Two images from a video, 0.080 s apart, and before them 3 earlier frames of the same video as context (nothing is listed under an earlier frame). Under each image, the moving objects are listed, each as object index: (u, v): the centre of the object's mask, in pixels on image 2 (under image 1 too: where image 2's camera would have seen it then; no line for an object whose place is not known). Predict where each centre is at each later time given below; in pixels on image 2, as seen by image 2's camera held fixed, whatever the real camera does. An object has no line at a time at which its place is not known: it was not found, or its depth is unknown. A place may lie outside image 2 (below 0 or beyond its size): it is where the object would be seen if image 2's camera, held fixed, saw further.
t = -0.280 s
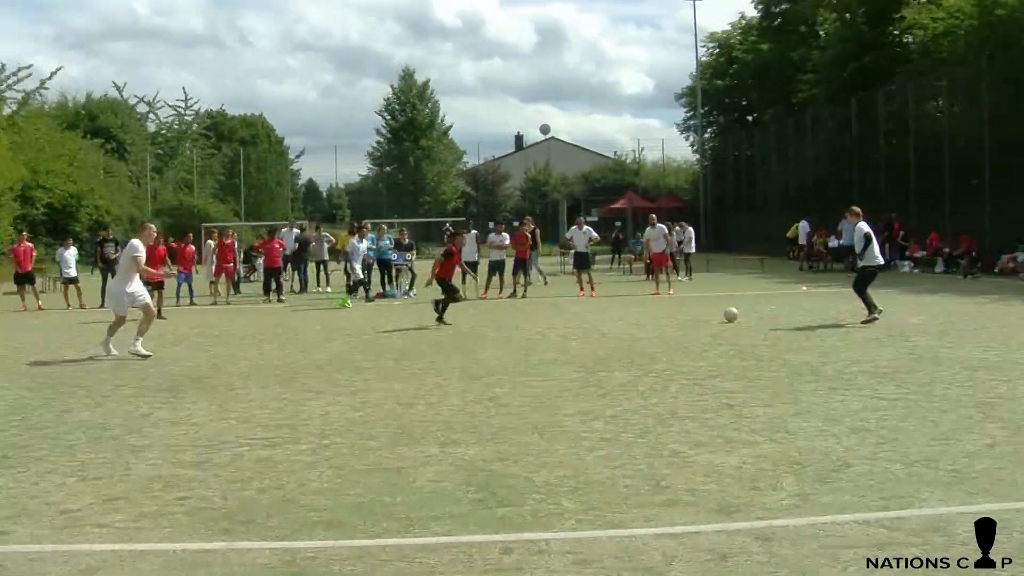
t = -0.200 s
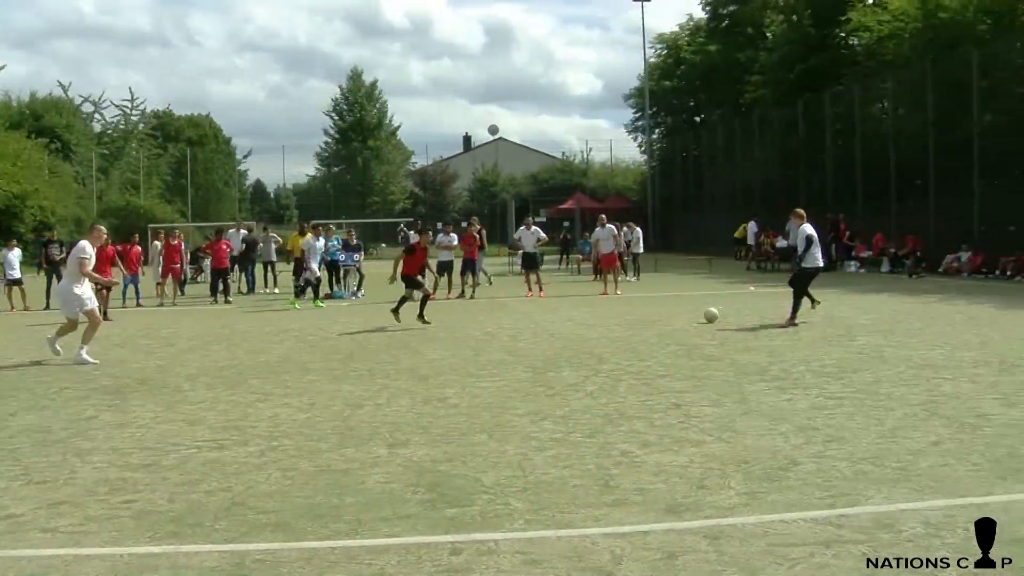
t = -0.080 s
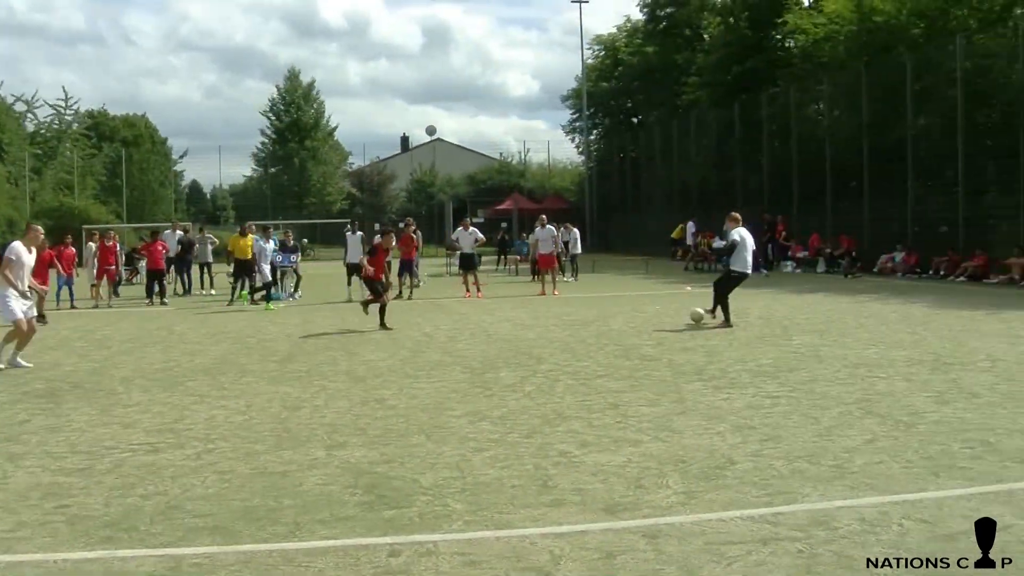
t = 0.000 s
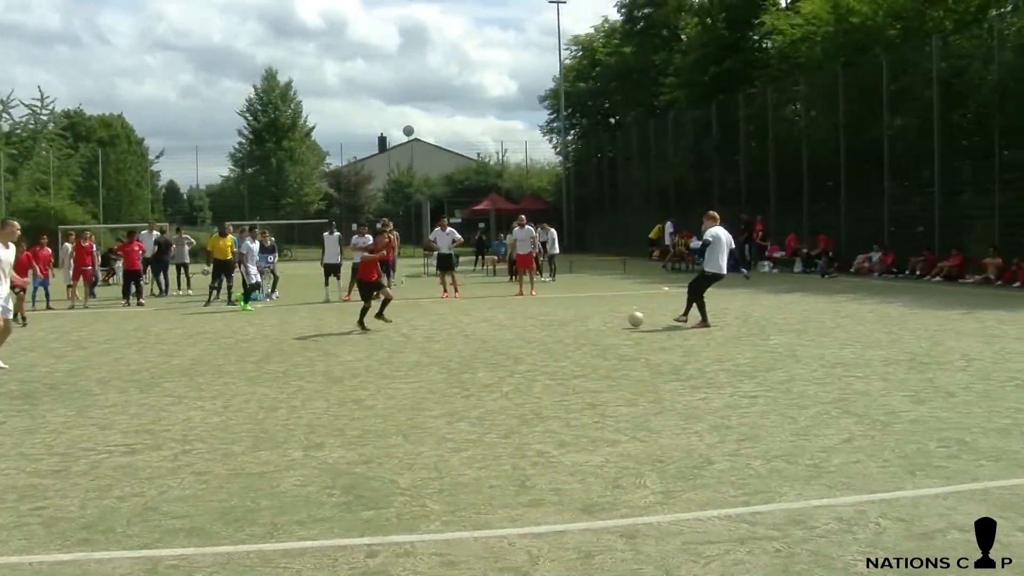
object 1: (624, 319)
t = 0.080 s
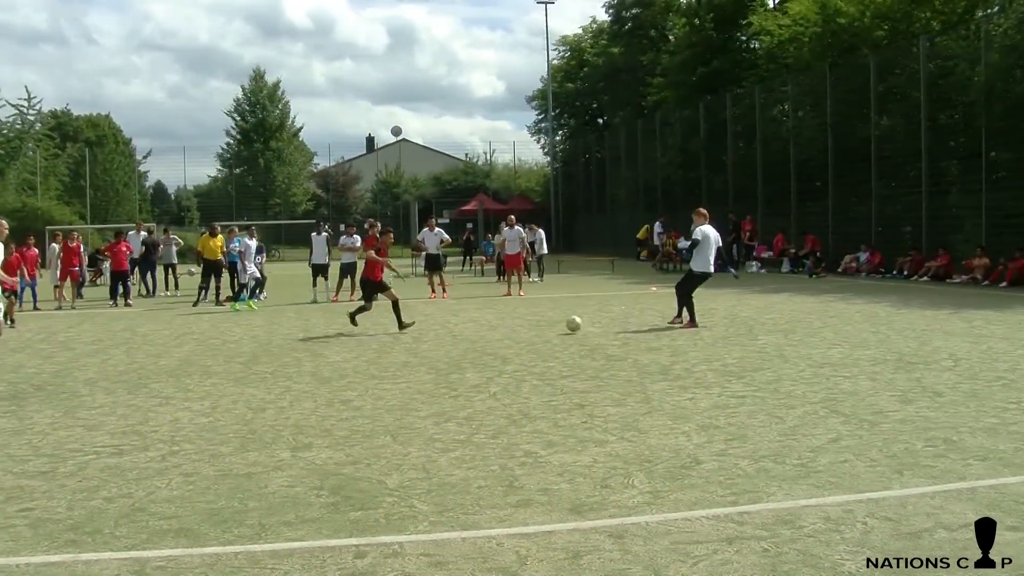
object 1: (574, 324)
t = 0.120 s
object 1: (549, 325)
